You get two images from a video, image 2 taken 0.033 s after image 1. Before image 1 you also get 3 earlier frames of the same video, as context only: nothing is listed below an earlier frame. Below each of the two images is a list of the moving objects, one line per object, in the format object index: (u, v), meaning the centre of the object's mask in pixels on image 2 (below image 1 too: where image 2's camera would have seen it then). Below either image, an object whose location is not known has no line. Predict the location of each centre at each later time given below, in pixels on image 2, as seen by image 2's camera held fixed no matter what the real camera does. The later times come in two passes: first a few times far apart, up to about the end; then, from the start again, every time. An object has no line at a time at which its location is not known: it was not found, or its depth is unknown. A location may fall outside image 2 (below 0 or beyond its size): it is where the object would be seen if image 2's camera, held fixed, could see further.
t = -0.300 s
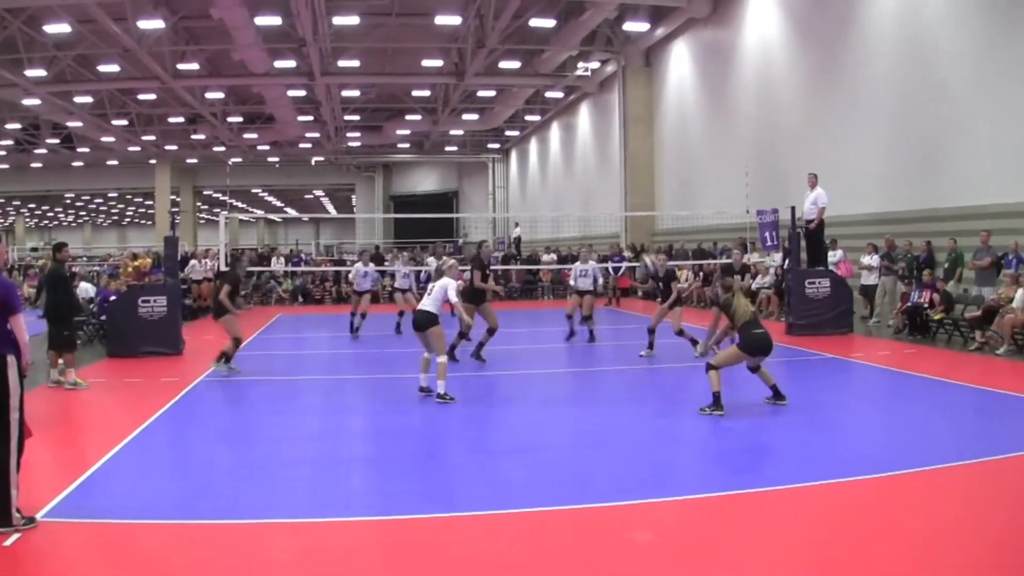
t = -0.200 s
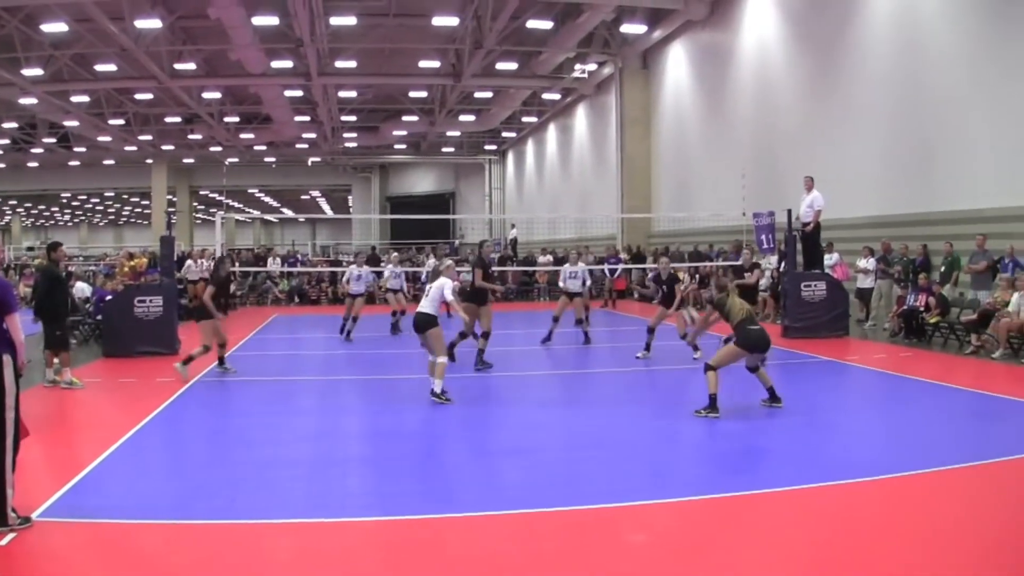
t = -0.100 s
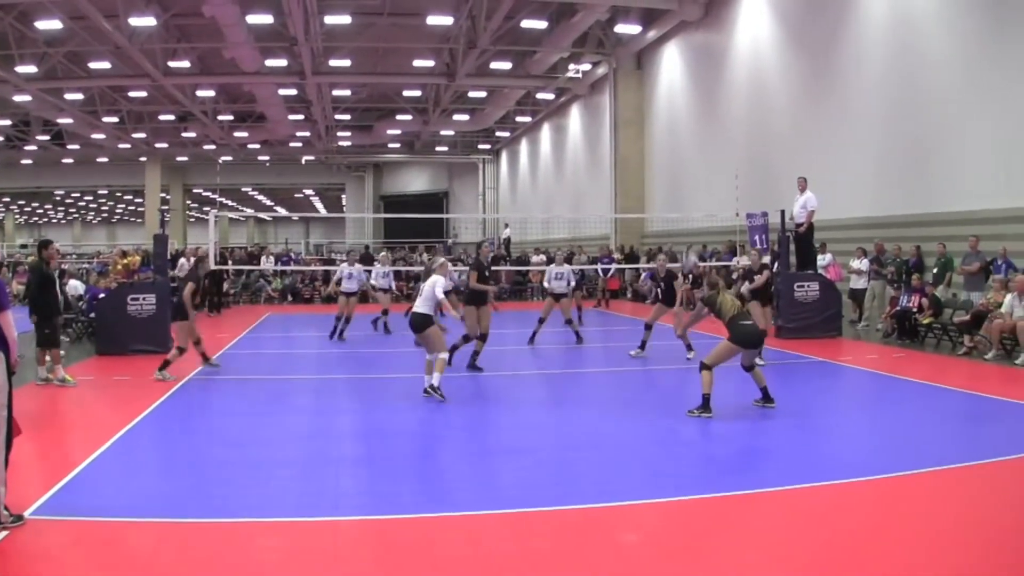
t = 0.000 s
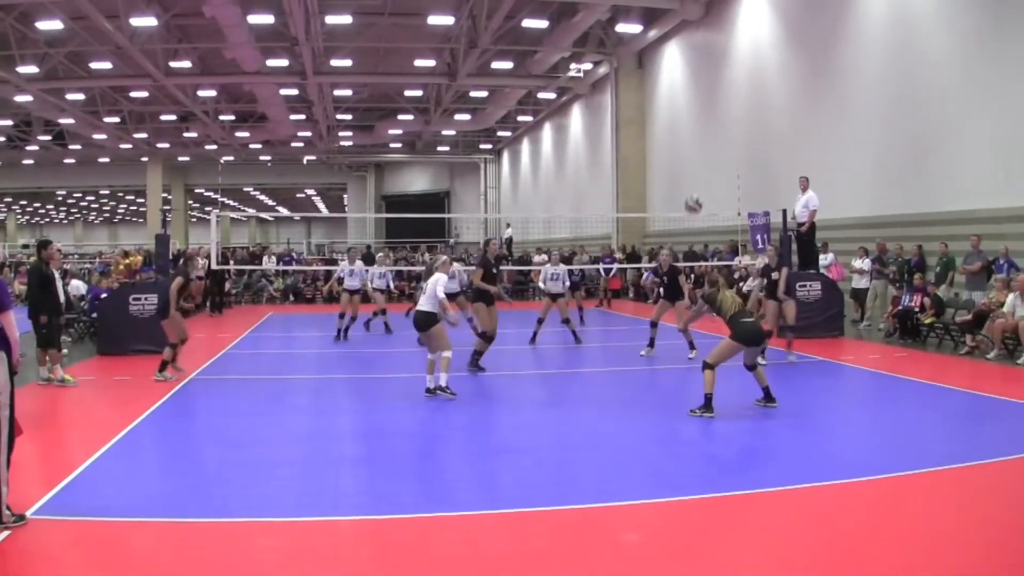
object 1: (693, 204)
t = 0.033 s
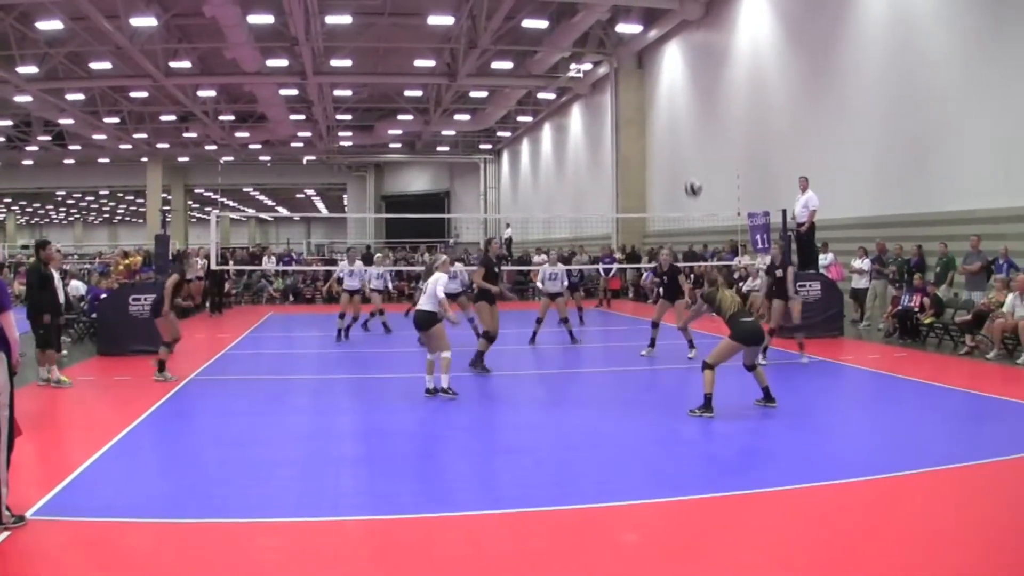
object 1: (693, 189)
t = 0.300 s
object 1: (698, 101)
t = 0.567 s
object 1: (705, 78)
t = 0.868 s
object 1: (713, 109)
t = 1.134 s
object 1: (718, 179)
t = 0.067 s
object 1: (694, 173)
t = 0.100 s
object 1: (695, 161)
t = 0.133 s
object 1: (695, 147)
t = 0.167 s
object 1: (695, 137)
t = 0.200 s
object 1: (697, 125)
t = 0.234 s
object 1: (697, 117)
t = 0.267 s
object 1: (697, 109)
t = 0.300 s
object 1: (698, 101)
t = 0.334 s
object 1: (699, 96)
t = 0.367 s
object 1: (699, 91)
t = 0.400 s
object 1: (701, 87)
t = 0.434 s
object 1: (701, 83)
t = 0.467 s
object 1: (702, 81)
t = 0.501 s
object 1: (703, 79)
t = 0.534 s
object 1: (704, 78)
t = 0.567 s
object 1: (705, 78)
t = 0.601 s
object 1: (705, 78)
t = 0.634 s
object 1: (706, 80)
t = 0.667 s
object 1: (707, 82)
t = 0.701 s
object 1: (708, 84)
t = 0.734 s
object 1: (709, 88)
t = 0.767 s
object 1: (710, 92)
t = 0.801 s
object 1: (711, 96)
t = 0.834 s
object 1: (712, 104)
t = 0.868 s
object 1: (713, 109)
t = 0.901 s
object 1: (713, 116)
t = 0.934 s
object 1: (714, 123)
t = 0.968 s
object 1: (715, 130)
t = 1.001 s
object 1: (716, 139)
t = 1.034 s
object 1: (716, 149)
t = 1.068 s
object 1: (717, 158)
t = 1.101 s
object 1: (718, 169)
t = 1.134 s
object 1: (718, 179)
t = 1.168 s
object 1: (719, 190)
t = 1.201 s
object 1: (719, 202)
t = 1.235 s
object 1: (720, 214)
